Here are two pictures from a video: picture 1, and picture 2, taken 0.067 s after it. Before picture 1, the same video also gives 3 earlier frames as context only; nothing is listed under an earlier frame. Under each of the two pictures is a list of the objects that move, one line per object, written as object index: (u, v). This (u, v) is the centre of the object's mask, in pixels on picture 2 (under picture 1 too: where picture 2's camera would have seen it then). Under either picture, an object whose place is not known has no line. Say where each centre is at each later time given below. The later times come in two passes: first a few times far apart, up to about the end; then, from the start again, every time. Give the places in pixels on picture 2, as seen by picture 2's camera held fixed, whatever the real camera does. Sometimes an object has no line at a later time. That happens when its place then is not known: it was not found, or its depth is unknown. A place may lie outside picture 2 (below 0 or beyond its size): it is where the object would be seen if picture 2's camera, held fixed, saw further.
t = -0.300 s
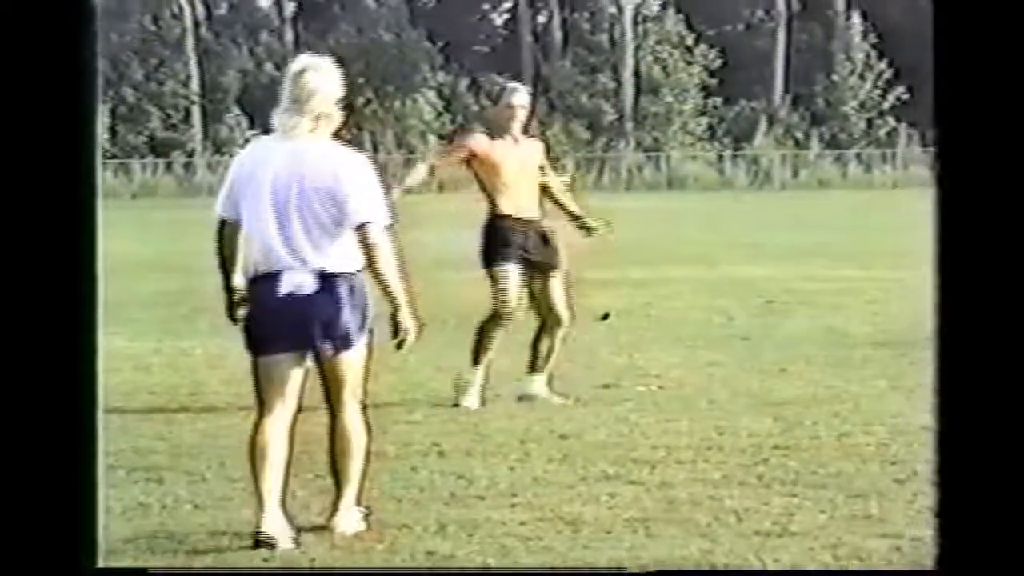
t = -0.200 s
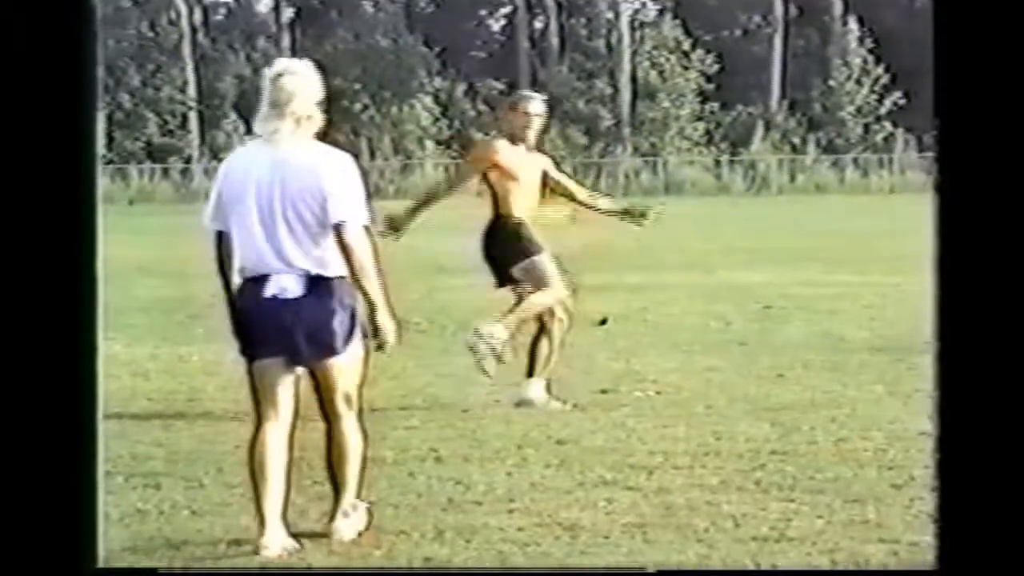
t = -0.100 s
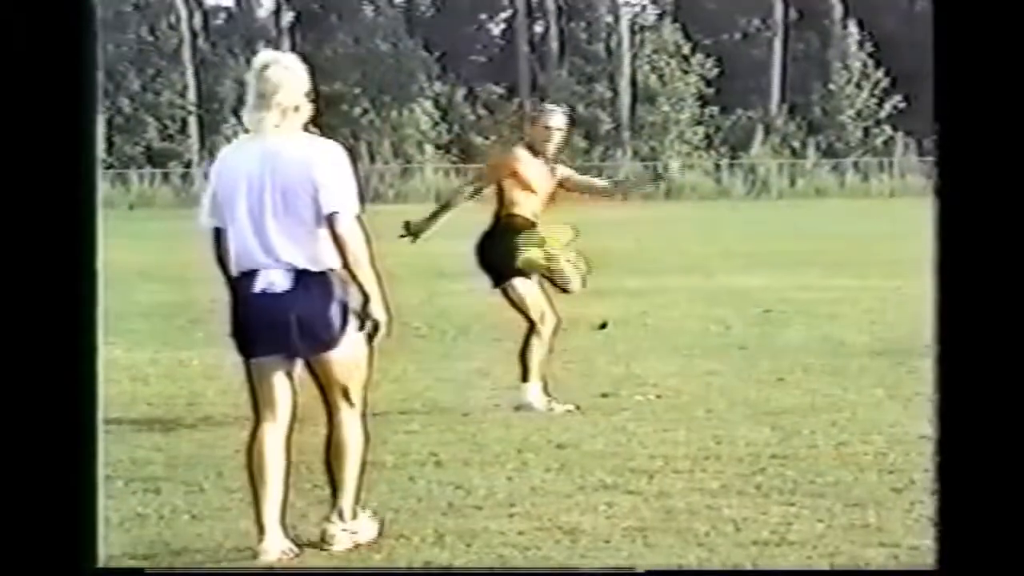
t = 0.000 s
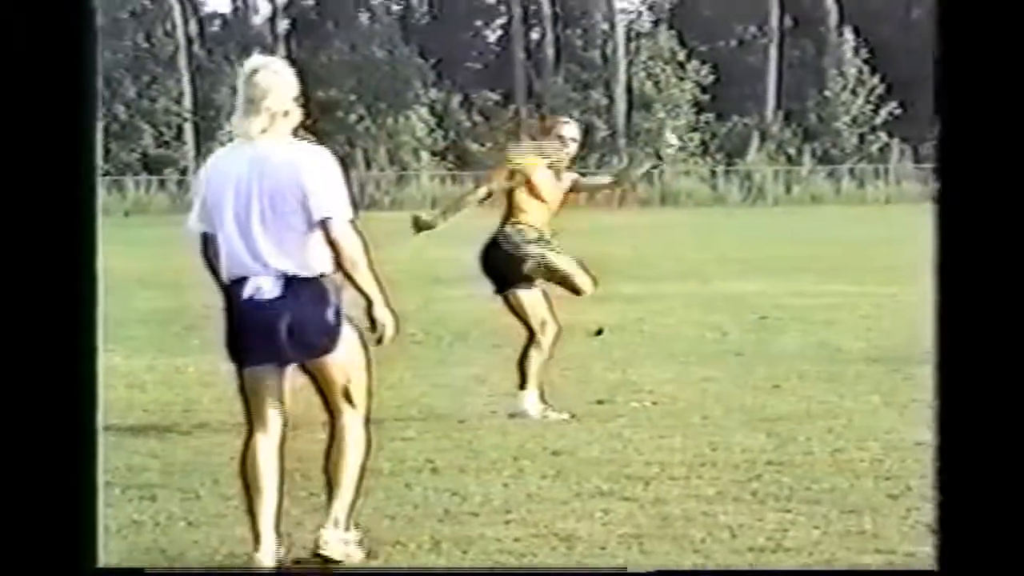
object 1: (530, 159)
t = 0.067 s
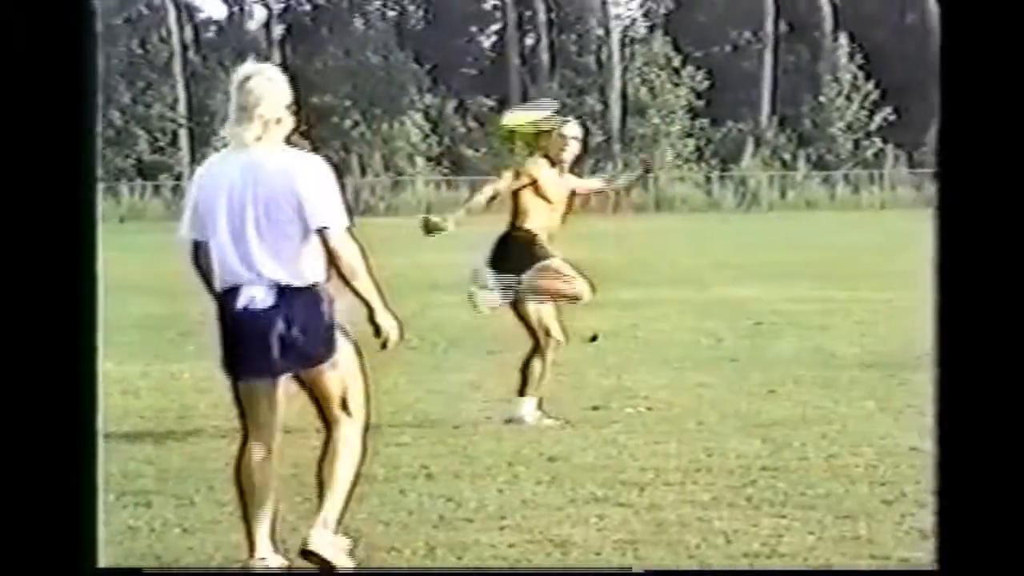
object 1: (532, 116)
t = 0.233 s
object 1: (528, 42)
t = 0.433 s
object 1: (520, 22)
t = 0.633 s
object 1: (519, 66)
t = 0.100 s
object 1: (527, 95)
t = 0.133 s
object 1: (530, 82)
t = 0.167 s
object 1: (529, 63)
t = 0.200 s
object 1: (523, 53)
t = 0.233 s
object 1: (528, 42)
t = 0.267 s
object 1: (521, 31)
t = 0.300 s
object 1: (521, 27)
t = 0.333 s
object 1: (522, 22)
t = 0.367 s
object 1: (522, 20)
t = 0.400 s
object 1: (522, 19)
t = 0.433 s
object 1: (520, 22)
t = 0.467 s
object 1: (520, 23)
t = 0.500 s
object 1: (517, 29)
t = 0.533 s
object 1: (521, 37)
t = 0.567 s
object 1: (518, 42)
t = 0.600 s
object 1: (517, 57)
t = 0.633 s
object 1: (519, 66)
